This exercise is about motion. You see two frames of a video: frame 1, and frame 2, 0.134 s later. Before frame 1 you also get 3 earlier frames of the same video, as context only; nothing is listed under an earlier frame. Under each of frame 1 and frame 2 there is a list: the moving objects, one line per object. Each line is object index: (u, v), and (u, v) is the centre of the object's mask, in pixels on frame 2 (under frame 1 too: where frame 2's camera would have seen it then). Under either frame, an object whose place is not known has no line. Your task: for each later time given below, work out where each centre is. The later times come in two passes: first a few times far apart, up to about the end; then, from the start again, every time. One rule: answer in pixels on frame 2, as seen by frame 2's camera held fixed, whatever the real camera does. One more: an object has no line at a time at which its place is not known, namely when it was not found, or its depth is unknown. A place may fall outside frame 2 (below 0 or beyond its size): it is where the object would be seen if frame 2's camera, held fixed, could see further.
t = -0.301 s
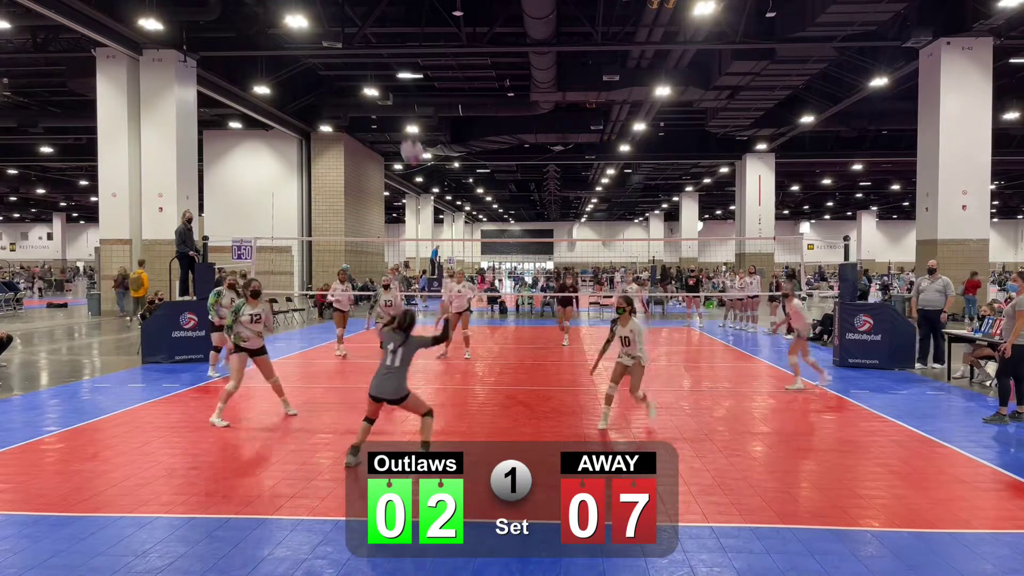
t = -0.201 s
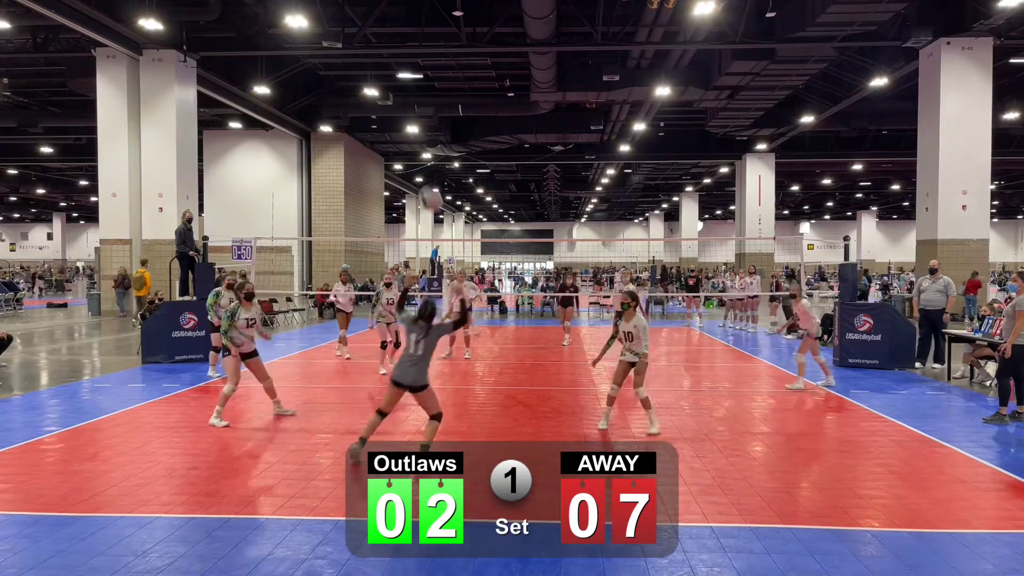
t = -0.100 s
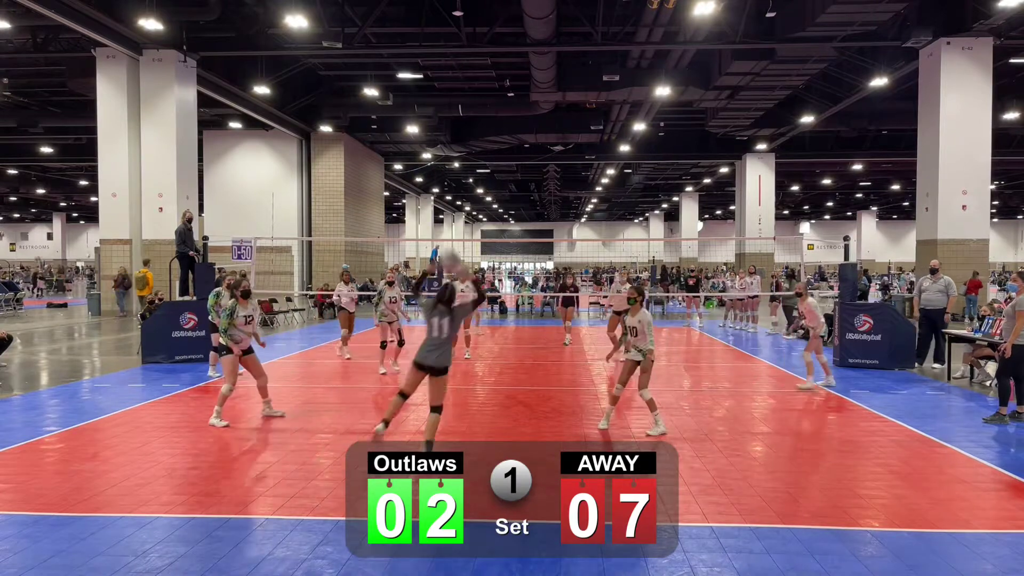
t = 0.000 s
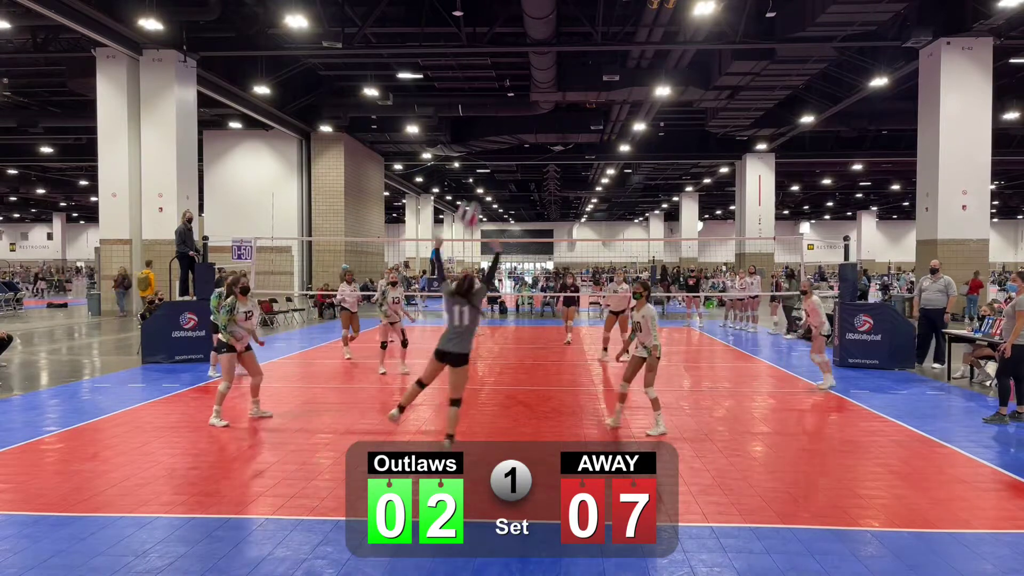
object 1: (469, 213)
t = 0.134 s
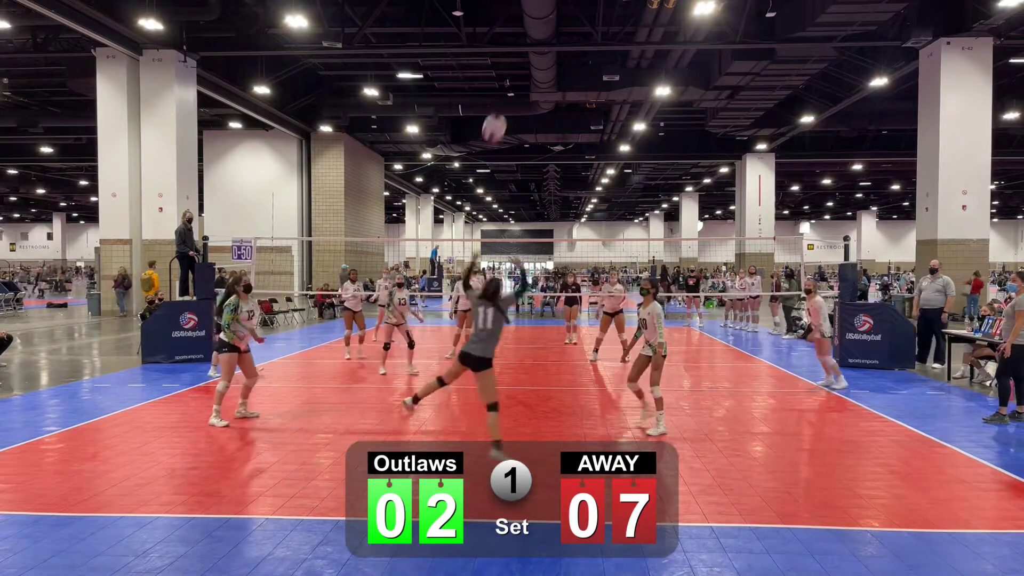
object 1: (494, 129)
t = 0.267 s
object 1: (518, 66)
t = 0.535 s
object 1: (559, 9)
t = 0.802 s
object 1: (595, 23)
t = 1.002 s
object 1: (619, 74)
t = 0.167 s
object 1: (500, 110)
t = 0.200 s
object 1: (506, 94)
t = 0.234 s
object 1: (512, 79)
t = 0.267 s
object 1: (518, 66)
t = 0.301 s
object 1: (524, 54)
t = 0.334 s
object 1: (529, 44)
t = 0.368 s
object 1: (535, 35)
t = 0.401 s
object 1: (539, 28)
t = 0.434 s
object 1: (545, 21)
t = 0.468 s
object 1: (549, 15)
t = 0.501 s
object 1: (554, 11)
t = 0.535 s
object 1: (559, 9)
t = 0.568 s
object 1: (564, 8)
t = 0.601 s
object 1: (569, 8)
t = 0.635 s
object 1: (573, 8)
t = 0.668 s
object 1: (578, 9)
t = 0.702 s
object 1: (582, 10)
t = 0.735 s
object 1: (587, 13)
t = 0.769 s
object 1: (591, 18)
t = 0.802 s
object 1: (595, 23)
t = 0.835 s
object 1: (599, 29)
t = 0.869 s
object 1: (603, 36)
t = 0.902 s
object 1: (607, 45)
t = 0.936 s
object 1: (611, 54)
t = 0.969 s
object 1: (615, 64)
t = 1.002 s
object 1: (619, 74)
